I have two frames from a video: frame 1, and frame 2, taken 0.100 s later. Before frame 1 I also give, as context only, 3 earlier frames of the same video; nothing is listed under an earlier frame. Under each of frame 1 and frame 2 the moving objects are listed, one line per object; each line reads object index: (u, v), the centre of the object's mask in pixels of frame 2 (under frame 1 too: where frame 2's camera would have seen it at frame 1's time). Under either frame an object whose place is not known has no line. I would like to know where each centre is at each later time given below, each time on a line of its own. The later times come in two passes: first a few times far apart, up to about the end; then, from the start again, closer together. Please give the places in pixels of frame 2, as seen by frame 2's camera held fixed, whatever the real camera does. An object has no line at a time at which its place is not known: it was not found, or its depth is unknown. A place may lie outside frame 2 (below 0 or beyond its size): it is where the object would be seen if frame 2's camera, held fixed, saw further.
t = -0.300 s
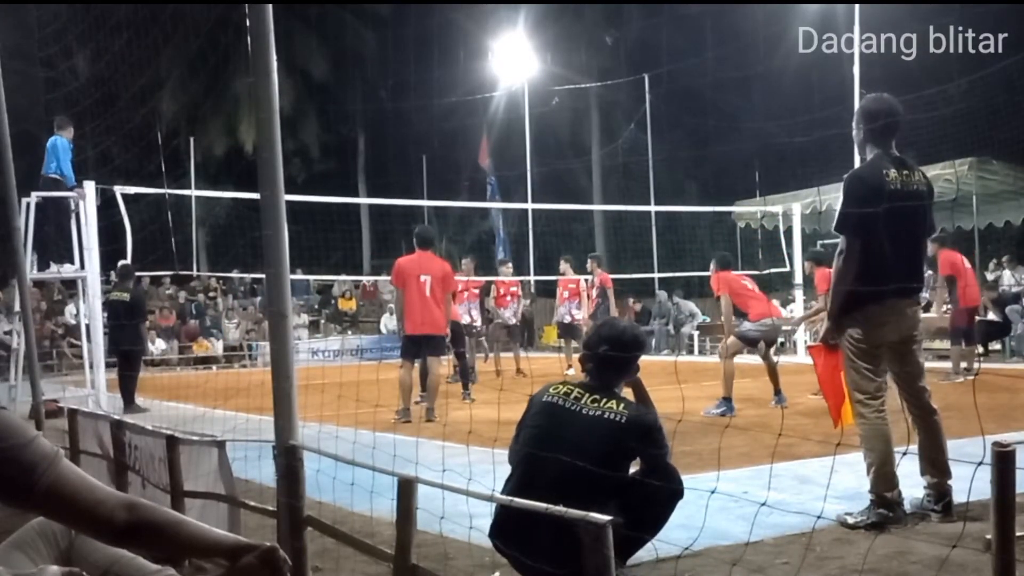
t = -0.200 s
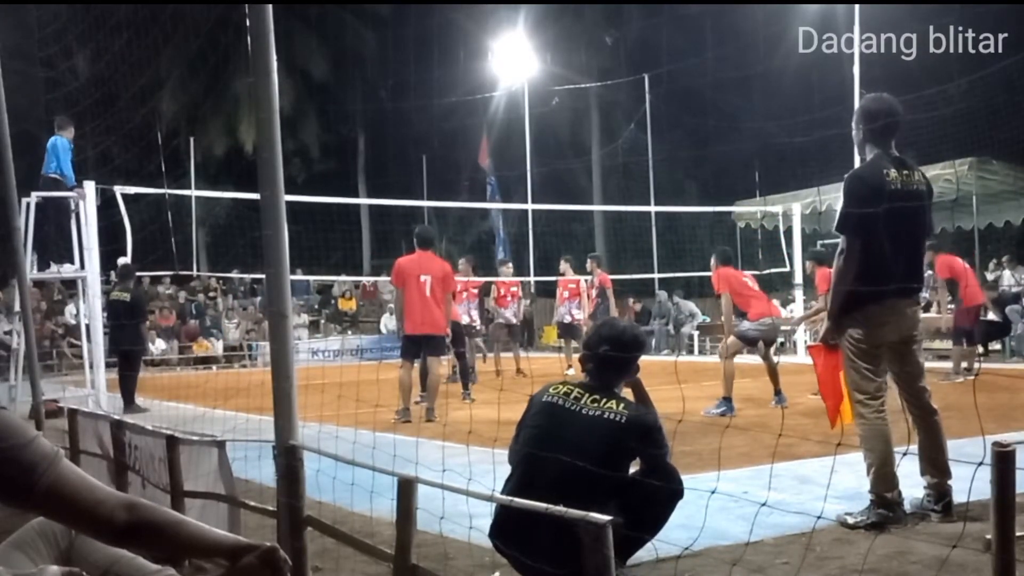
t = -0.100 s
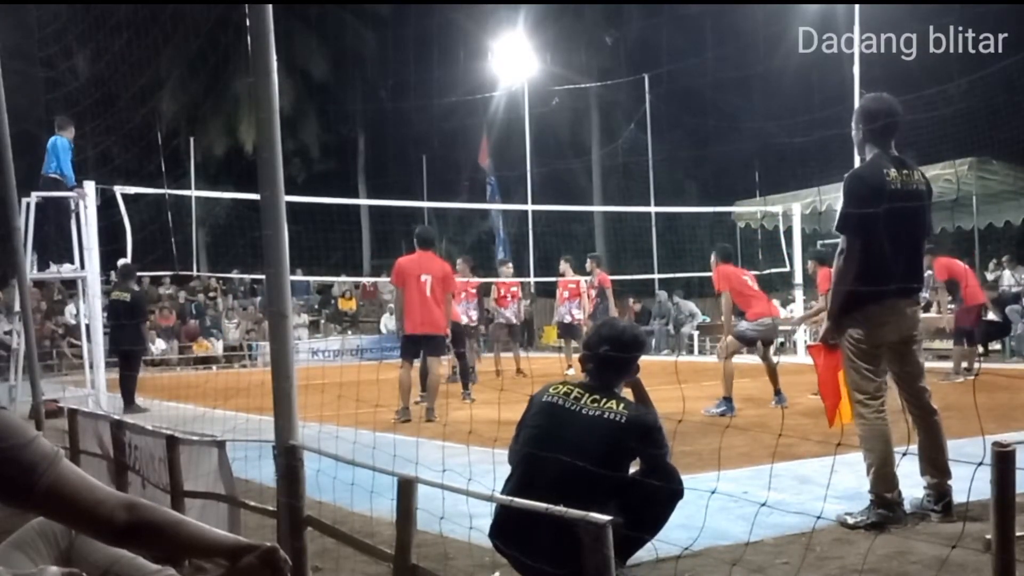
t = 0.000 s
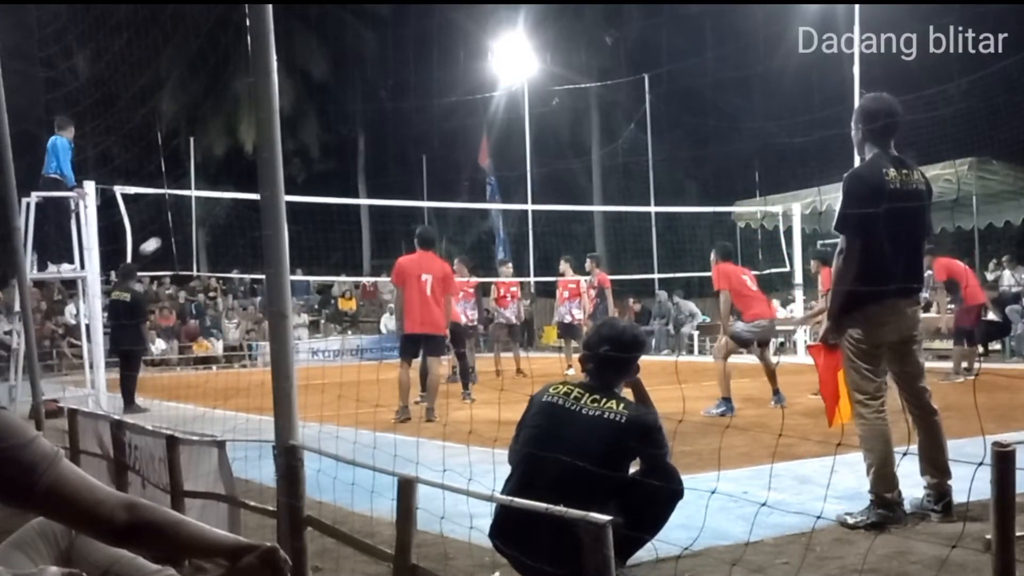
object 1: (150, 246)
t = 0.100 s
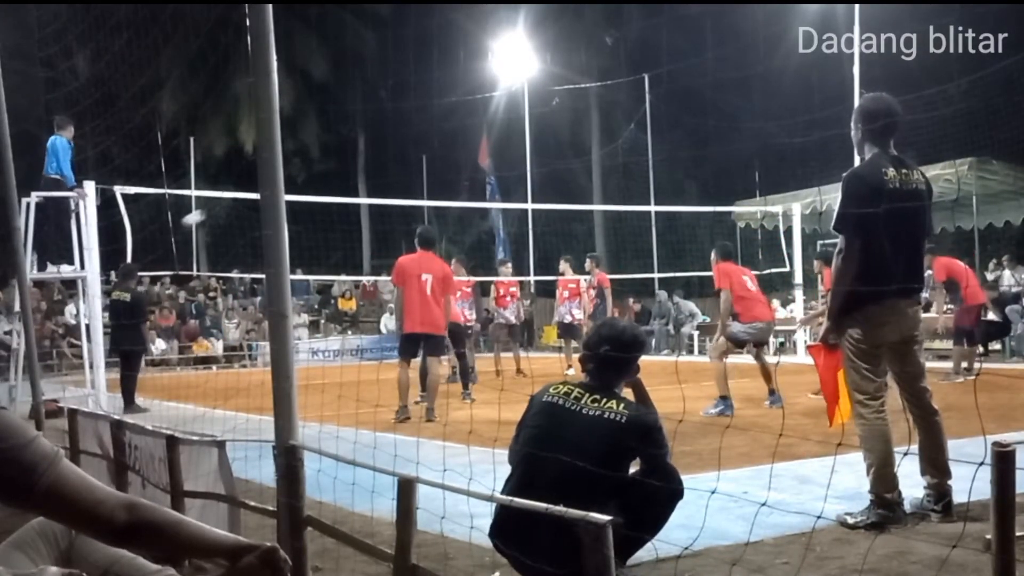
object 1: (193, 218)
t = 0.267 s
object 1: (285, 175)
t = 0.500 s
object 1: (407, 141)
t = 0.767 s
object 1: (592, 138)
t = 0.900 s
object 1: (704, 158)
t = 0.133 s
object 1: (208, 210)
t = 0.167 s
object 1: (223, 203)
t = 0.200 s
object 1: (240, 192)
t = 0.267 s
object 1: (285, 175)
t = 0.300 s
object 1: (294, 171)
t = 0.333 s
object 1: (310, 165)
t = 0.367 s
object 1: (328, 159)
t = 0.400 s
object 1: (347, 154)
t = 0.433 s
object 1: (367, 149)
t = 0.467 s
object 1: (387, 145)
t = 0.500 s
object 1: (407, 141)
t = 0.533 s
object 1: (428, 139)
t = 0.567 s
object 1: (449, 136)
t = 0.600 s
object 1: (471, 134)
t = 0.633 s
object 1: (495, 133)
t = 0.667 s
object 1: (517, 134)
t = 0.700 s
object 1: (543, 135)
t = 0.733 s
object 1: (567, 136)
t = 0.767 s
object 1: (592, 138)
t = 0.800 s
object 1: (619, 141)
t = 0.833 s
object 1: (647, 146)
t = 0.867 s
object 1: (675, 151)
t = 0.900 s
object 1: (704, 158)
